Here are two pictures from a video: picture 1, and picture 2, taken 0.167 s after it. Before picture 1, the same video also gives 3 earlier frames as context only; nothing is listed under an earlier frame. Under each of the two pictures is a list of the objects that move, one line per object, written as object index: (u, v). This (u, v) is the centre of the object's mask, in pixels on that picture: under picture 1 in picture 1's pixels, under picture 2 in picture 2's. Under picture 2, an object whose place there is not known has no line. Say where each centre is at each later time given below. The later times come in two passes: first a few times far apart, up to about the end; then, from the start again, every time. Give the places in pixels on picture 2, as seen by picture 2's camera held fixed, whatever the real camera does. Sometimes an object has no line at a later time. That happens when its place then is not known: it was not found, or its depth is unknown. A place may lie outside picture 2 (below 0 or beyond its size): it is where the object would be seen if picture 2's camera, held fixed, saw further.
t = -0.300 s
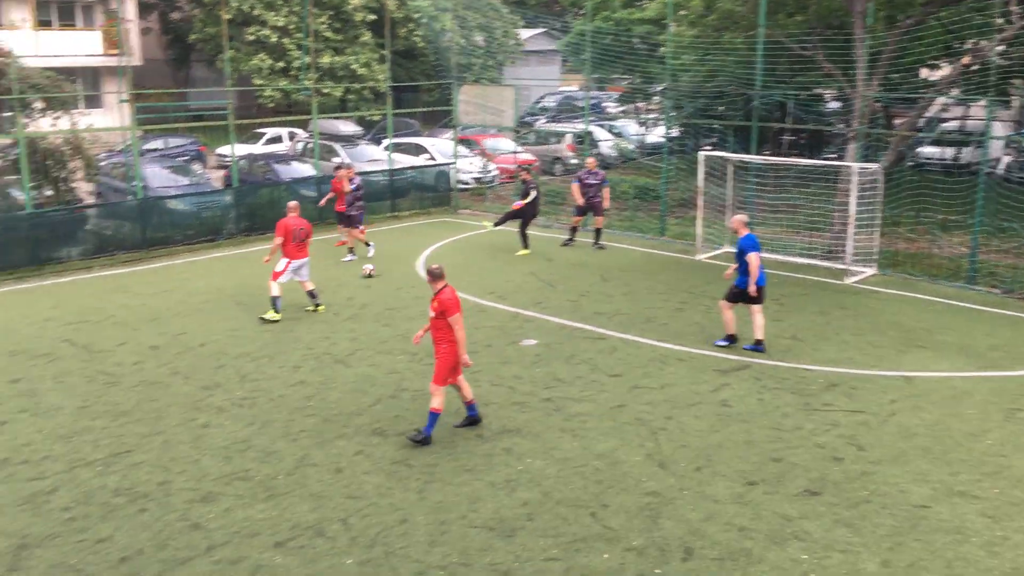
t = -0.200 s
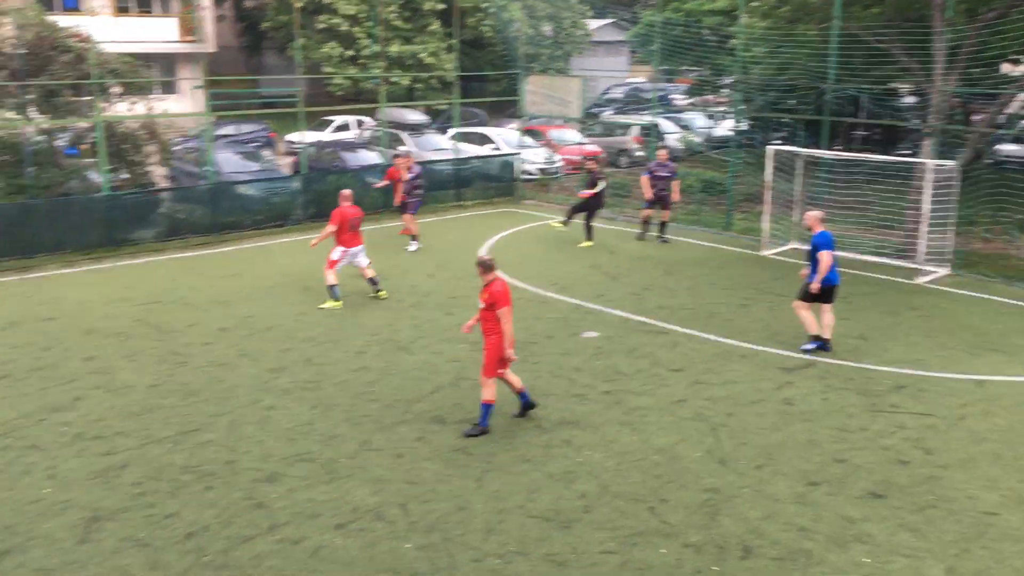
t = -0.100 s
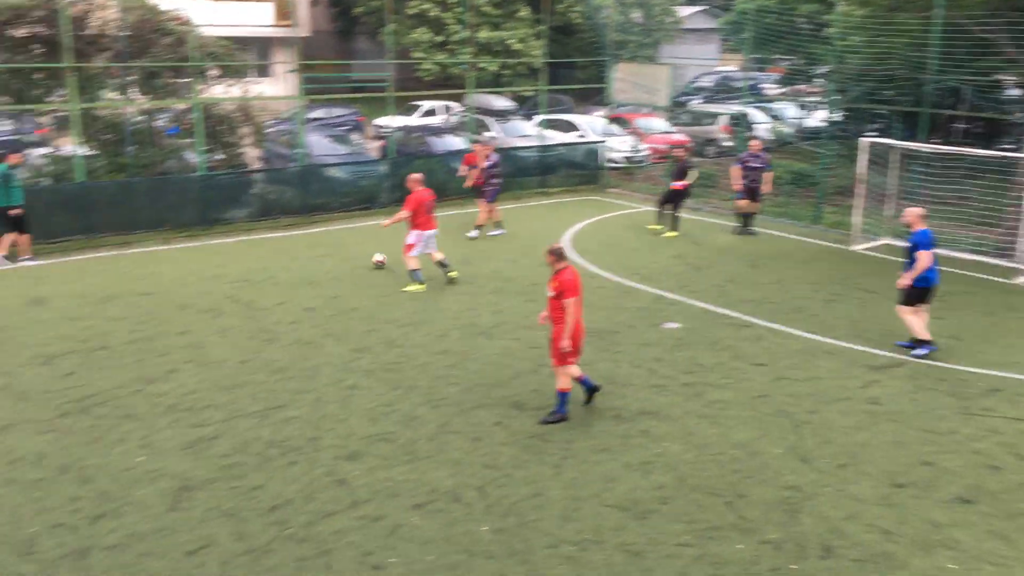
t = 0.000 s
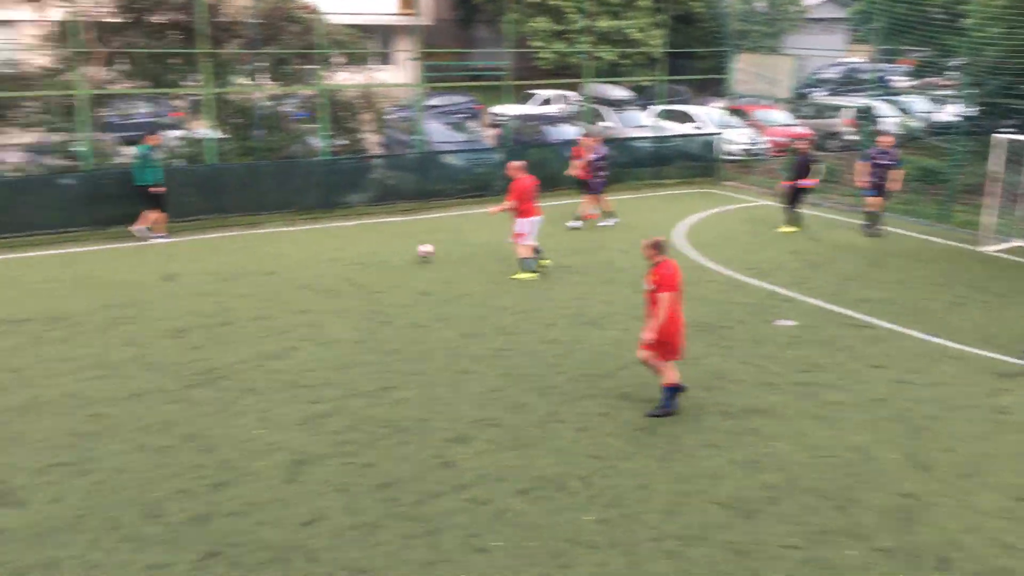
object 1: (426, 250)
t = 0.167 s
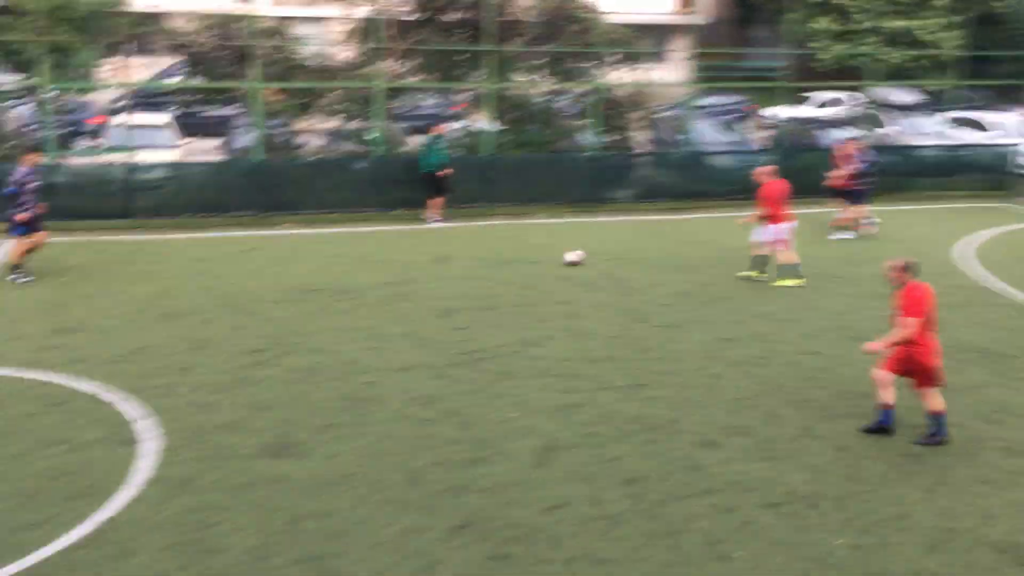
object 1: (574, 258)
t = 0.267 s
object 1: (517, 257)
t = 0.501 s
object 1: (384, 264)
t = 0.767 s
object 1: (231, 269)
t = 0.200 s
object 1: (557, 257)
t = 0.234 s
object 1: (538, 256)
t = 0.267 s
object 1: (517, 257)
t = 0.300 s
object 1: (498, 258)
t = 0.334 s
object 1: (478, 260)
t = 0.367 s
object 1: (458, 263)
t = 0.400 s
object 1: (439, 263)
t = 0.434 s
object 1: (420, 263)
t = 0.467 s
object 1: (402, 263)
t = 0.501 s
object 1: (384, 264)
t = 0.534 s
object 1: (365, 266)
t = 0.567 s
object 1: (347, 266)
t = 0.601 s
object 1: (327, 266)
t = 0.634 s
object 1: (308, 266)
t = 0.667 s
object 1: (290, 267)
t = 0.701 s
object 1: (270, 269)
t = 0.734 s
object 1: (251, 270)
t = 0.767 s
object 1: (231, 269)
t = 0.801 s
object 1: (213, 270)
